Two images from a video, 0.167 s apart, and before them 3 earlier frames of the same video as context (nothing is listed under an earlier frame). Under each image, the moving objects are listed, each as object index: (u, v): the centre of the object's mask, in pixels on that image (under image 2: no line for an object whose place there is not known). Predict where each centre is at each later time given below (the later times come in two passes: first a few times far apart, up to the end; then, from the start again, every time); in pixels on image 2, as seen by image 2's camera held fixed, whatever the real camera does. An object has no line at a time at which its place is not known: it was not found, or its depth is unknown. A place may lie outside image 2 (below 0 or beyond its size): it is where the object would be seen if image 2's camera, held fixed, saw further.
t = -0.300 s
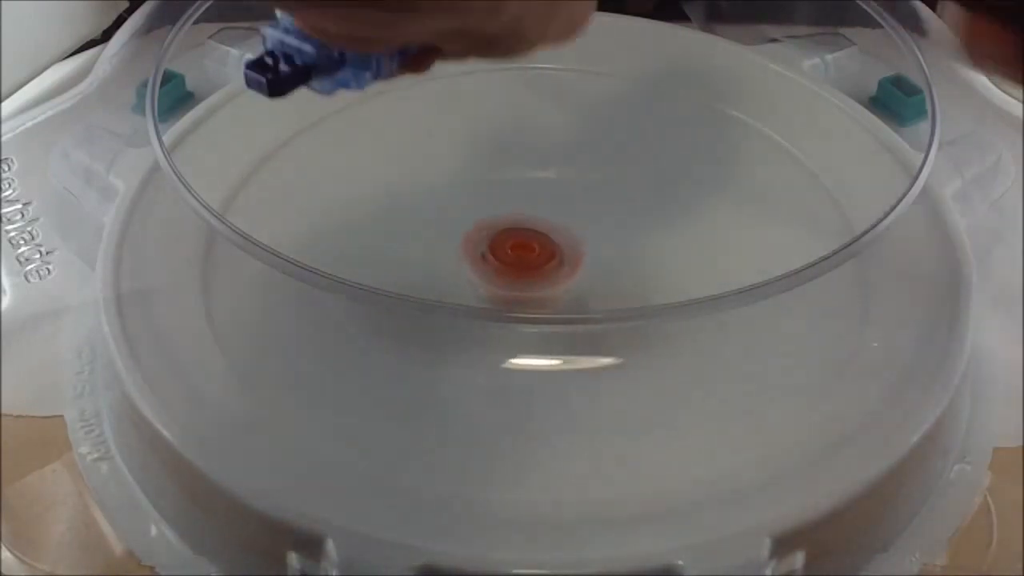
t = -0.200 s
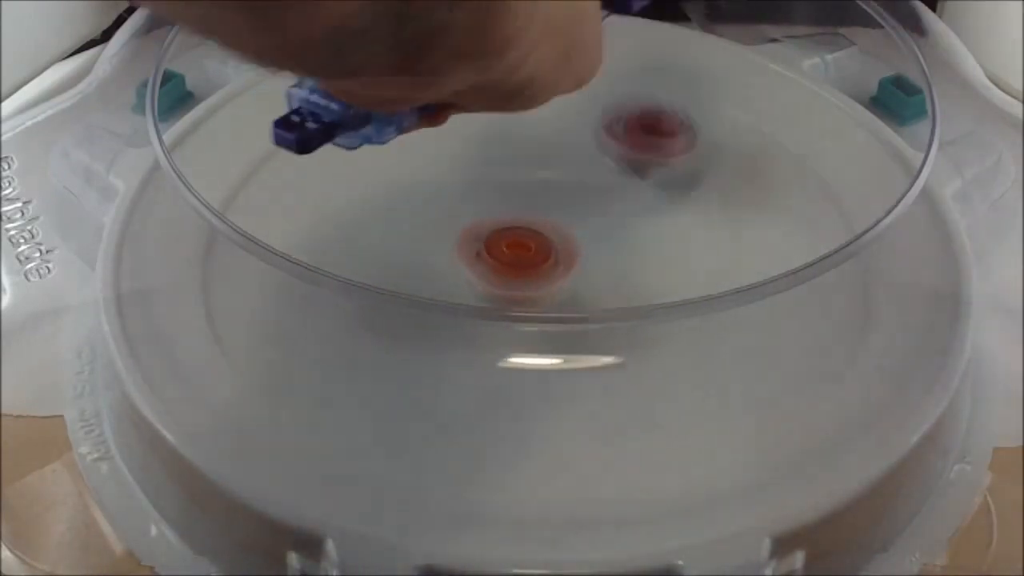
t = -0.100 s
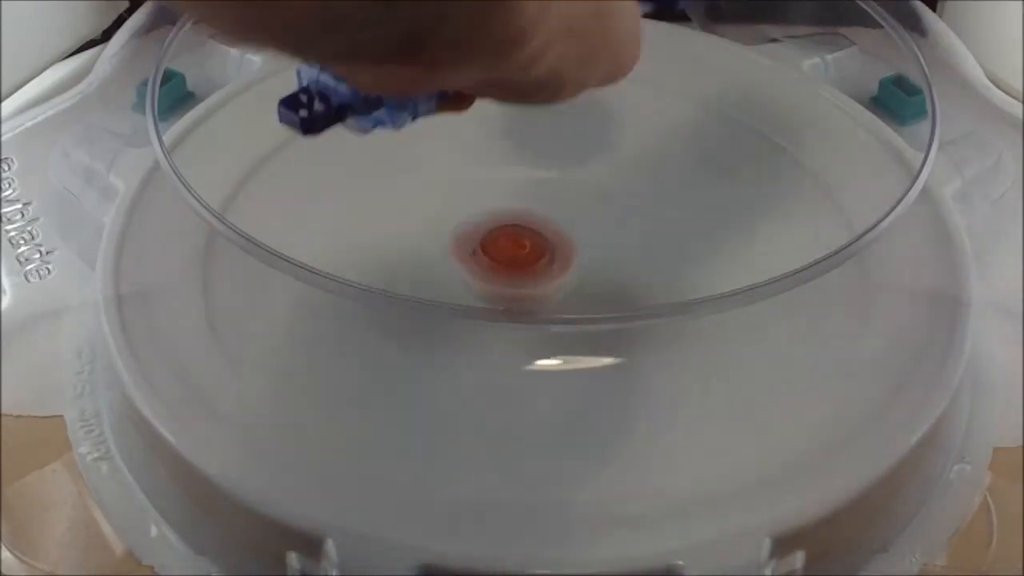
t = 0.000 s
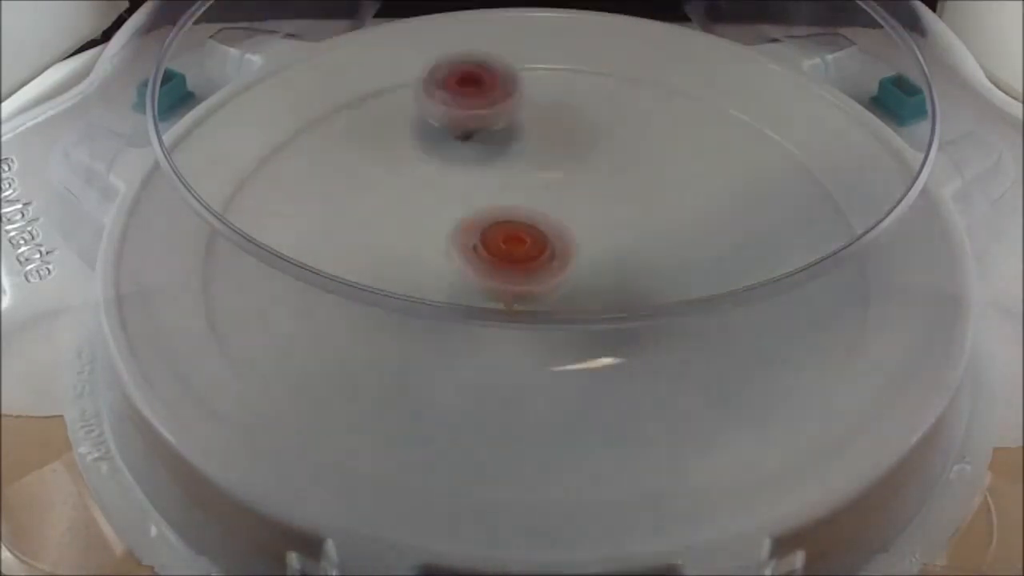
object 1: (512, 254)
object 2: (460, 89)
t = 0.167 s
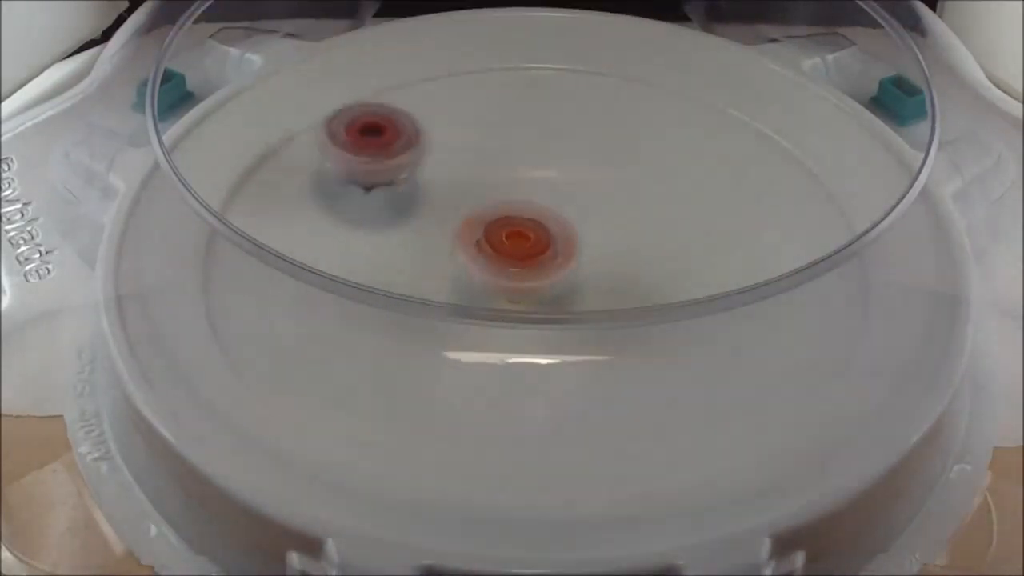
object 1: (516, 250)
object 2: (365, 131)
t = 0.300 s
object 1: (516, 248)
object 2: (350, 226)
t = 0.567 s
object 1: (563, 227)
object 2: (439, 321)
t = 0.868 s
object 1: (578, 205)
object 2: (522, 288)
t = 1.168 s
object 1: (558, 196)
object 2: (544, 293)
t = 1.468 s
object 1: (563, 169)
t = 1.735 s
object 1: (545, 183)
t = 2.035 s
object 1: (527, 186)
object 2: (543, 298)
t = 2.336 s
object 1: (543, 190)
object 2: (515, 298)
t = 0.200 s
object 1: (515, 250)
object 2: (349, 172)
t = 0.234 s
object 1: (515, 249)
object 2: (348, 198)
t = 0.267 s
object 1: (516, 248)
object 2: (345, 204)
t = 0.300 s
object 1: (516, 248)
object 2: (350, 226)
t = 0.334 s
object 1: (517, 247)
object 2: (361, 245)
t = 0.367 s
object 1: (519, 246)
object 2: (372, 260)
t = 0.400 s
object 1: (521, 246)
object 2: (386, 282)
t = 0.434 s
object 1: (532, 243)
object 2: (398, 296)
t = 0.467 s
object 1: (544, 238)
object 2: (406, 299)
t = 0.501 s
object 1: (552, 234)
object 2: (416, 316)
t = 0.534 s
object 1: (558, 230)
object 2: (431, 319)
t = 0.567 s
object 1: (563, 227)
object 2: (439, 321)
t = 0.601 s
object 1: (566, 225)
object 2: (455, 306)
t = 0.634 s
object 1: (568, 223)
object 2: (469, 306)
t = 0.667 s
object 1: (568, 222)
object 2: (487, 292)
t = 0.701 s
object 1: (569, 222)
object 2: (498, 290)
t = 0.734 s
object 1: (569, 220)
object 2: (506, 289)
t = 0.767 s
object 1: (569, 219)
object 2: (513, 287)
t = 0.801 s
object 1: (571, 215)
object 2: (515, 288)
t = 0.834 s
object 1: (576, 209)
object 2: (518, 288)
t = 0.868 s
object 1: (578, 205)
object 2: (522, 288)
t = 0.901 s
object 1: (578, 203)
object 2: (526, 287)
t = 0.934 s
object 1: (578, 203)
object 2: (529, 288)
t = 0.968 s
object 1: (575, 203)
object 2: (534, 287)
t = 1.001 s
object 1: (571, 204)
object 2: (538, 287)
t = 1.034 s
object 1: (567, 206)
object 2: (541, 286)
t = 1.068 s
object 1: (563, 207)
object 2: (543, 288)
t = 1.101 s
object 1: (562, 201)
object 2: (541, 291)
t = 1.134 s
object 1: (560, 197)
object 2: (543, 292)
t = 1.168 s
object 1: (558, 196)
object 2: (544, 293)
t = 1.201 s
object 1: (557, 196)
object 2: (547, 292)
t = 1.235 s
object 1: (557, 196)
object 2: (548, 292)
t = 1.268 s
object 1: (555, 199)
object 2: (550, 292)
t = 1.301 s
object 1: (555, 202)
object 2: (552, 291)
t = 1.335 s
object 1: (554, 207)
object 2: (554, 290)
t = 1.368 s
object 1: (553, 211)
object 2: (555, 288)
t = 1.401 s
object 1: (558, 197)
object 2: (551, 296)
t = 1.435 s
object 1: (561, 181)
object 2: (549, 332)
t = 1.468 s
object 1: (563, 169)
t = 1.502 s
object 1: (565, 161)
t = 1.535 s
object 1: (564, 157)
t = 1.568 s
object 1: (563, 157)
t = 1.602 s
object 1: (560, 159)
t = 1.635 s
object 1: (557, 165)
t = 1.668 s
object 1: (553, 170)
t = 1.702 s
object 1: (549, 177)
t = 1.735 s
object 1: (545, 183)
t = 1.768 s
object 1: (542, 189)
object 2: (551, 331)
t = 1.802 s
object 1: (538, 196)
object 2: (550, 313)
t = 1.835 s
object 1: (536, 202)
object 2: (548, 300)
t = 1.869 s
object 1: (533, 208)
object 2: (548, 297)
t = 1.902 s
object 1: (530, 214)
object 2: (548, 294)
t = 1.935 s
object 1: (528, 216)
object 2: (548, 292)
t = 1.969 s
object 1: (527, 204)
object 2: (547, 297)
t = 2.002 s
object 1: (527, 193)
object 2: (545, 298)
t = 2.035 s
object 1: (527, 186)
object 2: (543, 298)
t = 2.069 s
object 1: (529, 182)
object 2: (542, 297)
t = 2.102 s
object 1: (531, 182)
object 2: (541, 296)
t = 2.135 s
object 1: (533, 185)
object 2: (540, 294)
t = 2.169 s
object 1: (534, 189)
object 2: (540, 293)
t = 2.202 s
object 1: (535, 195)
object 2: (538, 291)
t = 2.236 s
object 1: (536, 201)
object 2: (537, 289)
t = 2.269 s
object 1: (536, 206)
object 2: (536, 287)
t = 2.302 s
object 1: (538, 205)
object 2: (529, 290)
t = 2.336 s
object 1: (543, 190)
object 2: (515, 298)
